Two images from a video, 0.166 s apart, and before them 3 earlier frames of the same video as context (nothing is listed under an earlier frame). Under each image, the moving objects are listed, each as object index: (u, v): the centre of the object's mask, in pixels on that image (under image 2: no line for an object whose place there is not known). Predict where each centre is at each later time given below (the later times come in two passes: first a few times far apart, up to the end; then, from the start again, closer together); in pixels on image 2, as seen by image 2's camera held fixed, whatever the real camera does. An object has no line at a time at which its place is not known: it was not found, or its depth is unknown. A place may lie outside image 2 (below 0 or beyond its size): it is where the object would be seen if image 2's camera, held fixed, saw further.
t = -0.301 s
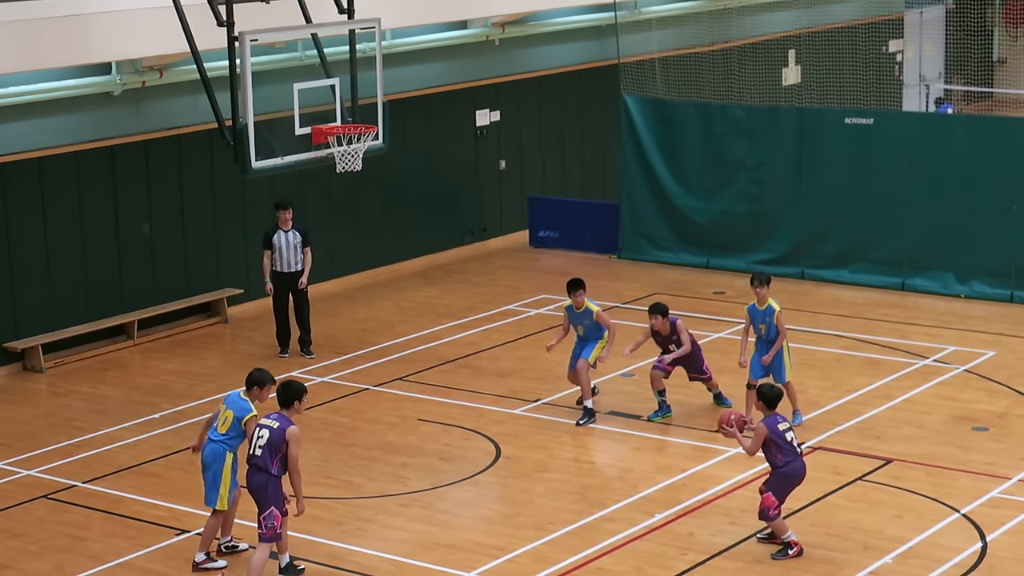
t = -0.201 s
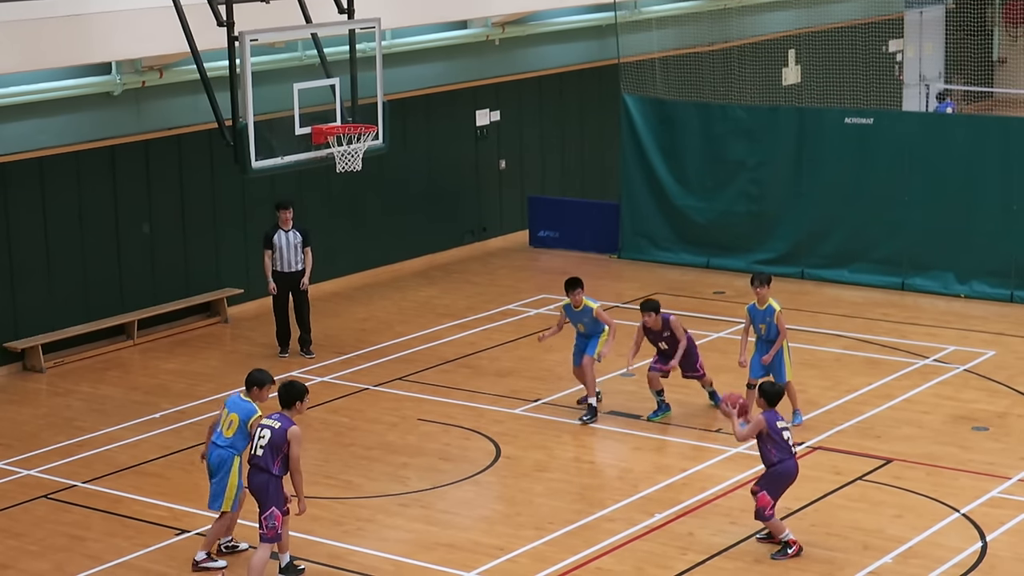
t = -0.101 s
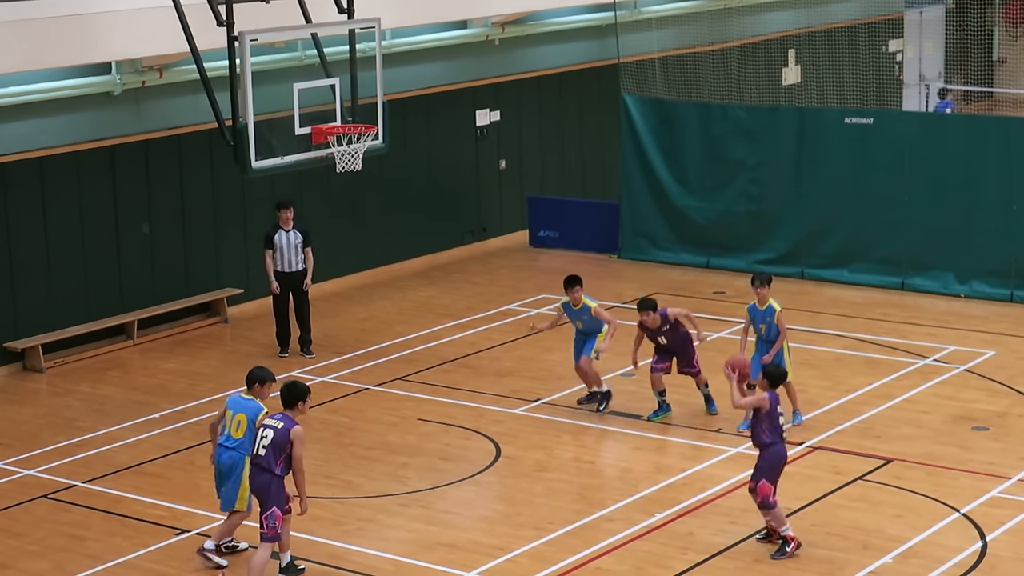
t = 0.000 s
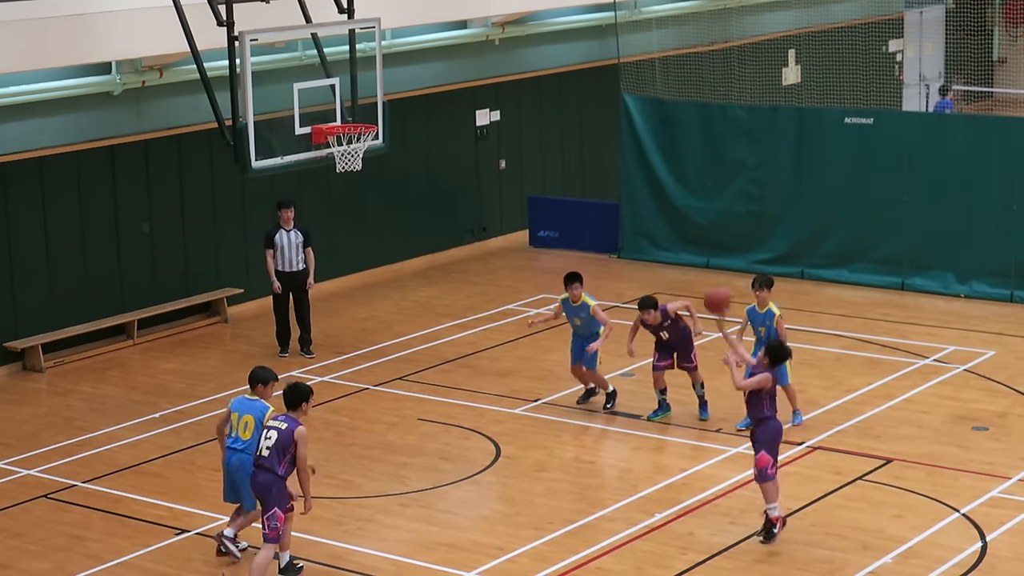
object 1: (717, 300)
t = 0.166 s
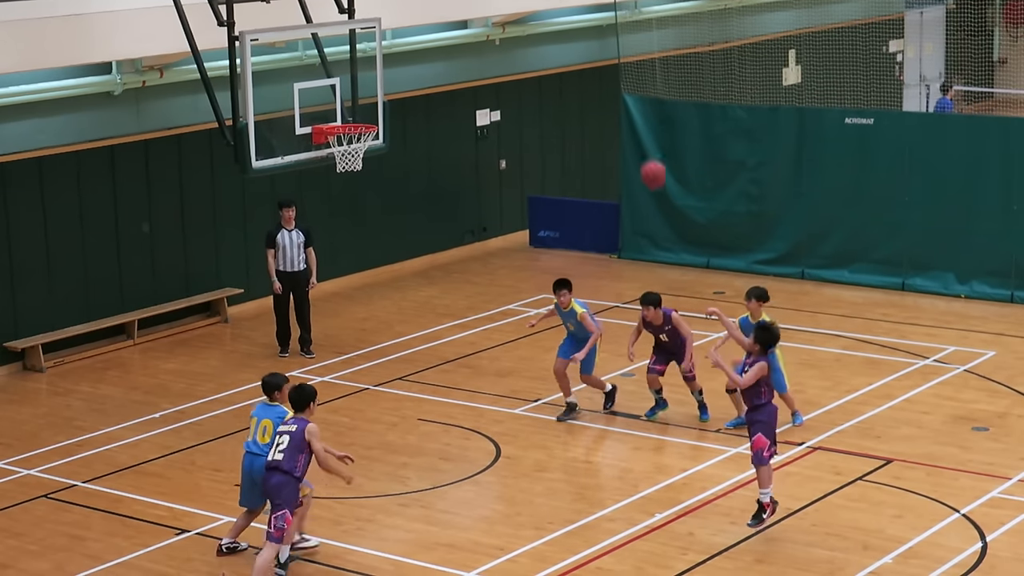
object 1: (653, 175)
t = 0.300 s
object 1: (603, 100)
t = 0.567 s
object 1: (508, 19)
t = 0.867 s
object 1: (412, 28)
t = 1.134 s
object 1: (337, 118)
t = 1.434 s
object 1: (332, 101)
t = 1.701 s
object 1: (330, 110)
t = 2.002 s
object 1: (368, 142)
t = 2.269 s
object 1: (352, 148)
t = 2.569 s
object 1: (347, 183)
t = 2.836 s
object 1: (355, 267)
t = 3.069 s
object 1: (363, 400)
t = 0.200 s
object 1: (640, 154)
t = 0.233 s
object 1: (628, 135)
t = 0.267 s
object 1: (615, 116)
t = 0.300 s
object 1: (603, 100)
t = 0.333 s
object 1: (591, 85)
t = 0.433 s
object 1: (554, 48)
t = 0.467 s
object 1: (543, 41)
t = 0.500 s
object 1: (531, 32)
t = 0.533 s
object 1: (519, 25)
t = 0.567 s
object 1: (508, 19)
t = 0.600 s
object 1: (497, 15)
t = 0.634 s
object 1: (486, 13)
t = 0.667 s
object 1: (474, 11)
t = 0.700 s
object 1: (463, 12)
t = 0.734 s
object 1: (453, 12)
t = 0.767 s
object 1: (442, 13)
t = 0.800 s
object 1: (432, 17)
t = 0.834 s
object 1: (422, 22)
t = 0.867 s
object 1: (412, 28)
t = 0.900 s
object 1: (402, 36)
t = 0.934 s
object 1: (392, 45)
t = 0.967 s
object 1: (382, 54)
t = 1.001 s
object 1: (372, 65)
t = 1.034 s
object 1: (363, 76)
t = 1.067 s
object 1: (355, 89)
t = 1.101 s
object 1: (346, 104)
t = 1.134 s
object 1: (337, 118)
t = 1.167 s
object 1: (343, 122)
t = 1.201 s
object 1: (358, 122)
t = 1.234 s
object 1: (359, 122)
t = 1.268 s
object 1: (352, 121)
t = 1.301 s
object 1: (344, 121)
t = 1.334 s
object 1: (341, 116)
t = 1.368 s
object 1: (339, 110)
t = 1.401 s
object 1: (335, 106)
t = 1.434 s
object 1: (332, 101)
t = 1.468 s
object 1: (330, 99)
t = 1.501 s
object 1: (326, 96)
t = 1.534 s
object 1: (323, 96)
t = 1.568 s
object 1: (321, 96)
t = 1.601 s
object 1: (320, 98)
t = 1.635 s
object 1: (322, 101)
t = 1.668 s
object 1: (326, 105)
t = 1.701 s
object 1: (330, 110)
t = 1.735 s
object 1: (334, 116)
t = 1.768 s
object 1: (340, 120)
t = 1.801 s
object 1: (345, 122)
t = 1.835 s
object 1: (351, 124)
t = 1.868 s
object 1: (355, 136)
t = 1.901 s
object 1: (361, 144)
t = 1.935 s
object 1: (366, 145)
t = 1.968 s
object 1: (368, 142)
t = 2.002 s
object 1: (368, 142)
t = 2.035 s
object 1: (366, 141)
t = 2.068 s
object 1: (365, 141)
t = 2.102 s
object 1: (363, 141)
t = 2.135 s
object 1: (363, 143)
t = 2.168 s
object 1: (360, 144)
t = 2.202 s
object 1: (358, 145)
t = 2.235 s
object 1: (355, 145)
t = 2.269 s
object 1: (352, 148)
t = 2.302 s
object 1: (349, 152)
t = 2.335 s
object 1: (346, 154)
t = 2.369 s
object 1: (345, 160)
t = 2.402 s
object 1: (345, 161)
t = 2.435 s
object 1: (345, 162)
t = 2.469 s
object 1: (345, 166)
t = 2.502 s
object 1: (346, 176)
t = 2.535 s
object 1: (347, 179)
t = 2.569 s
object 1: (347, 183)
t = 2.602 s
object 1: (348, 188)
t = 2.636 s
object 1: (349, 196)
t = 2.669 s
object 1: (350, 205)
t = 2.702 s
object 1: (351, 215)
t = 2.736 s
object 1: (352, 227)
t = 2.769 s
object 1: (353, 239)
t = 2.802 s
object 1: (354, 253)
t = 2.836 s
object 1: (355, 267)
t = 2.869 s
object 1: (356, 284)
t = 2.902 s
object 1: (358, 302)
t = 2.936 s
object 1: (359, 319)
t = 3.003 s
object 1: (361, 357)
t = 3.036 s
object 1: (362, 378)
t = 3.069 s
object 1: (363, 400)
